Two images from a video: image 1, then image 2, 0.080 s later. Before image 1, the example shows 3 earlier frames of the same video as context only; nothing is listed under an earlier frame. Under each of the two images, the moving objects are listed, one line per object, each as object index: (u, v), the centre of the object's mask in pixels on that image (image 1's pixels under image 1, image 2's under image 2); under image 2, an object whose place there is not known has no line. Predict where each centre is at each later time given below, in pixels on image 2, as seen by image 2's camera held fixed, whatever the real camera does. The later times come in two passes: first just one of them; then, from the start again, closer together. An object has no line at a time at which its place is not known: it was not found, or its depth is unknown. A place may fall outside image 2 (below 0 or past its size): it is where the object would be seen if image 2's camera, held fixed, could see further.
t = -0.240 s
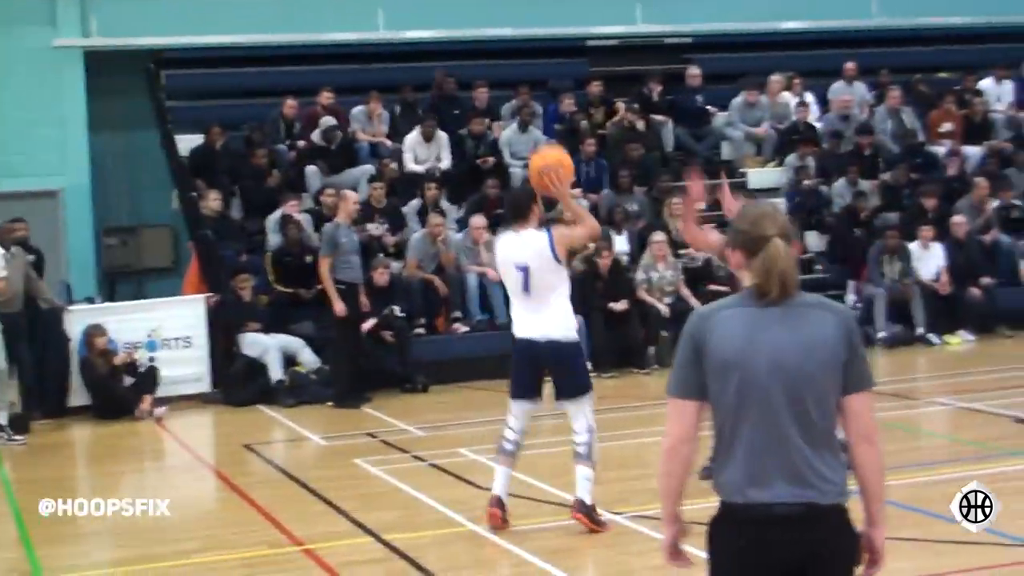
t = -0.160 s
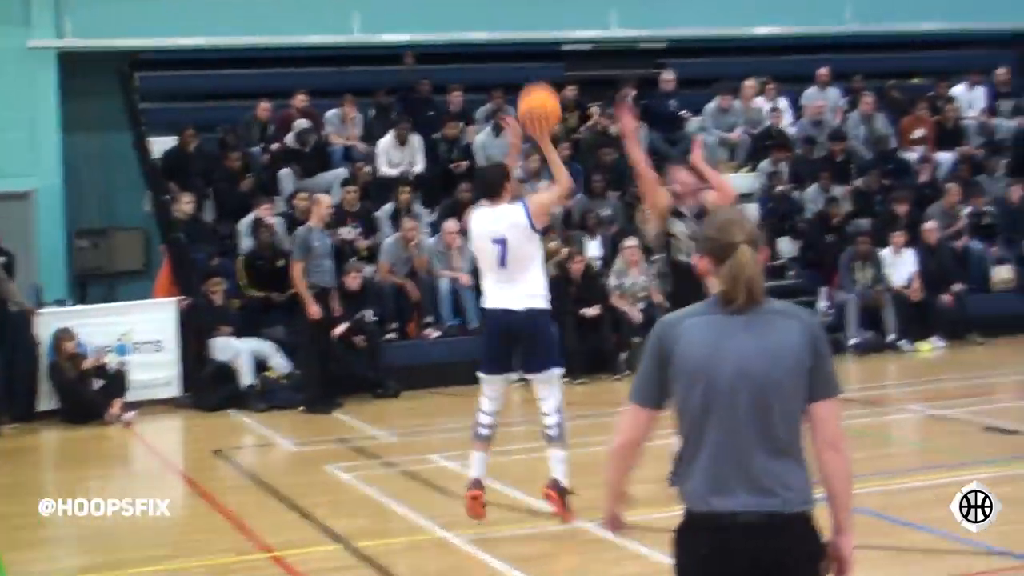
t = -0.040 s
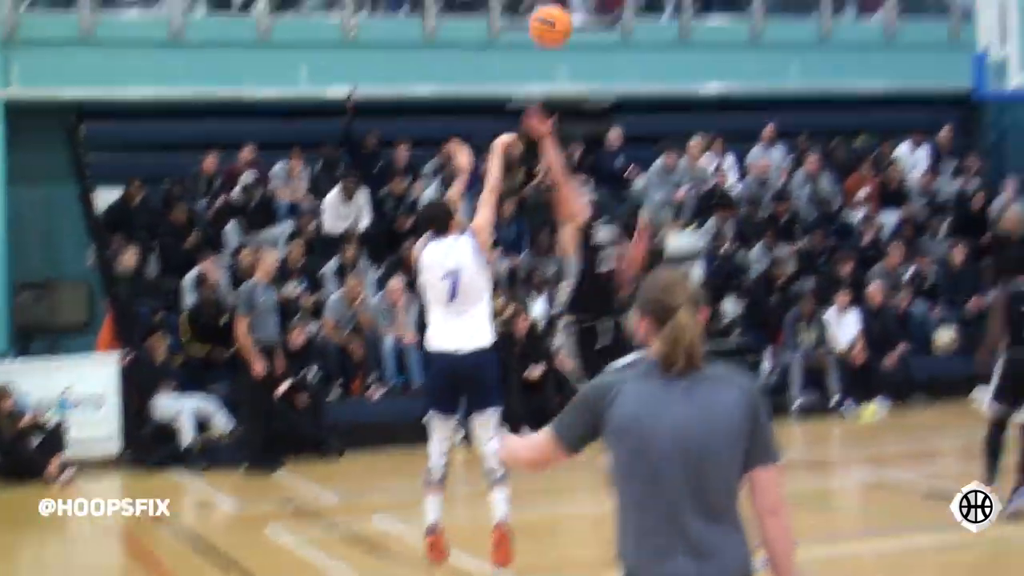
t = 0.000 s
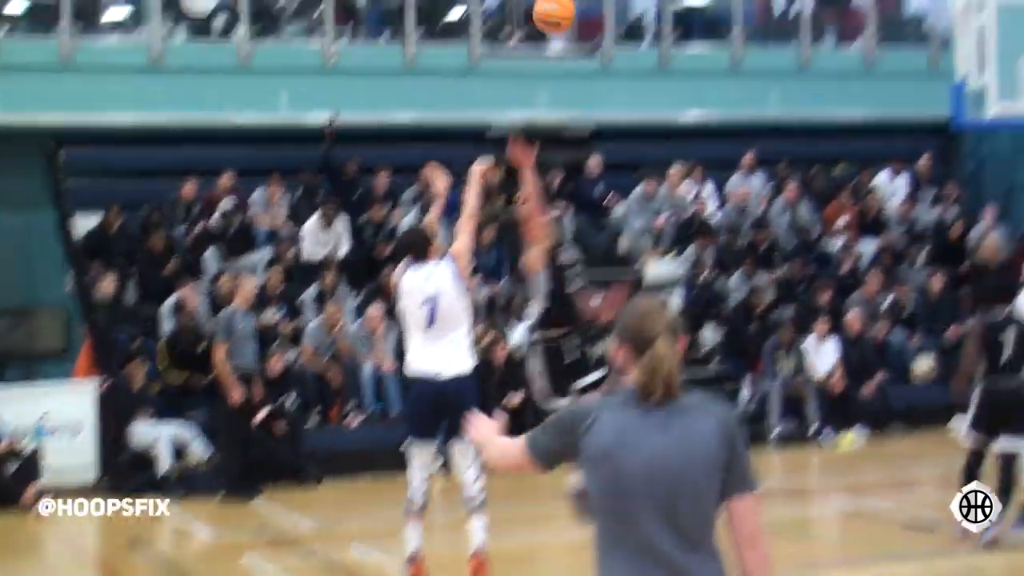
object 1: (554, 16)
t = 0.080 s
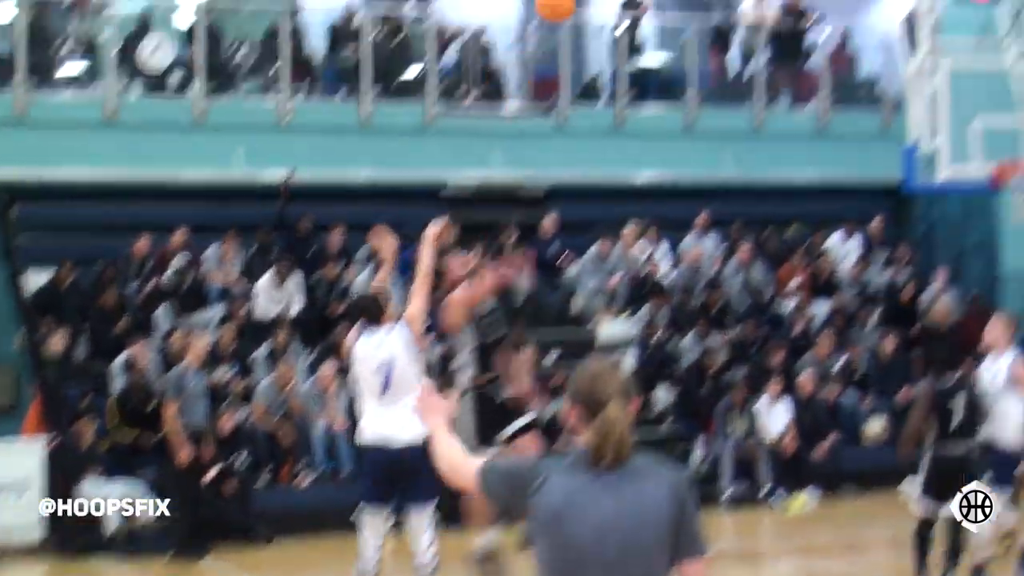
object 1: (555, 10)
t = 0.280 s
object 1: (655, -116)
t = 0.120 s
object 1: (576, -21)
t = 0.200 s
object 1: (619, -74)
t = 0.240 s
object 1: (638, -98)
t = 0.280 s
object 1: (655, -116)
